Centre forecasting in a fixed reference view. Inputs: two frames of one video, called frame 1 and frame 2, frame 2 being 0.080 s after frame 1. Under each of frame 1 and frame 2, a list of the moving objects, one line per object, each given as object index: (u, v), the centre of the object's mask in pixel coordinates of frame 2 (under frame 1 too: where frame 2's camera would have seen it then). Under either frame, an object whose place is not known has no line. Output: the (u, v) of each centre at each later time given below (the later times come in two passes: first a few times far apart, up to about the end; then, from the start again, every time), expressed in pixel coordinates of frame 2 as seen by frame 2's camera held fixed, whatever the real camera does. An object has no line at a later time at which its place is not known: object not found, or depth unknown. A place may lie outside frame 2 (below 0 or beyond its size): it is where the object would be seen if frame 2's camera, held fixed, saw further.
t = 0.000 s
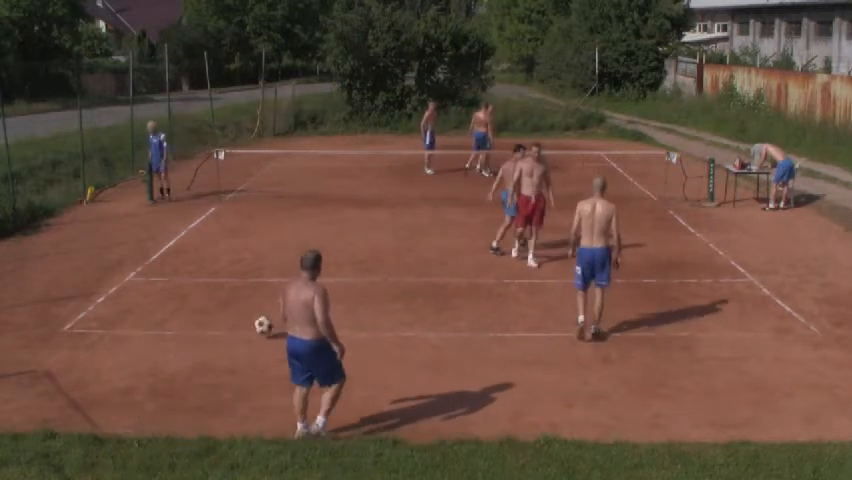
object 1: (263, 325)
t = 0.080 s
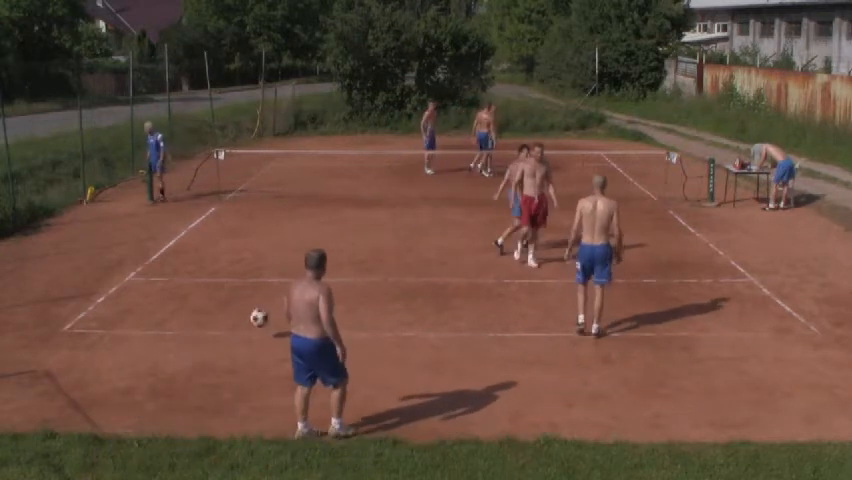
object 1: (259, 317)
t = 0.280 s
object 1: (249, 320)
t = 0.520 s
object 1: (236, 322)
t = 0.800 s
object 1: (223, 331)
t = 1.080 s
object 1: (208, 335)
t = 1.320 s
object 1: (197, 337)
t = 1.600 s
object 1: (182, 339)
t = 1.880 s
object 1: (166, 342)
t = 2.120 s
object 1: (153, 344)
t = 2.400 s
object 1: (139, 345)
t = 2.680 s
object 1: (125, 346)
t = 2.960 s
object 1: (110, 347)
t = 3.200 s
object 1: (98, 348)
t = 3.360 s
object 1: (92, 349)
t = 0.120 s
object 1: (257, 315)
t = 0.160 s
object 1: (255, 314)
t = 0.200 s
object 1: (253, 314)
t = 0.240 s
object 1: (251, 317)
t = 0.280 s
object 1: (249, 320)
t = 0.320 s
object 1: (248, 323)
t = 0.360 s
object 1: (246, 329)
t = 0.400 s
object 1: (244, 331)
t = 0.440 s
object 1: (241, 327)
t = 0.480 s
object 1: (239, 325)
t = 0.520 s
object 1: (236, 322)
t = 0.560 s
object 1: (235, 322)
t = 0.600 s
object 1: (232, 323)
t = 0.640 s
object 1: (230, 326)
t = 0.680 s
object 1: (228, 330)
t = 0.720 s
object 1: (227, 334)
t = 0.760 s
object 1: (225, 334)
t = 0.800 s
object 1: (223, 331)
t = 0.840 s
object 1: (221, 329)
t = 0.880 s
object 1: (219, 328)
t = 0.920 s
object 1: (216, 329)
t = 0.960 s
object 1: (214, 331)
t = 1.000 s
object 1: (213, 334)
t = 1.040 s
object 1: (210, 337)
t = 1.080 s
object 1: (208, 335)
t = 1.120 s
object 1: (206, 334)
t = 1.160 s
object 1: (204, 333)
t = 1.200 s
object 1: (202, 334)
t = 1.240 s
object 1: (201, 336)
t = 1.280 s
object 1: (198, 339)
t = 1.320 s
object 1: (197, 337)
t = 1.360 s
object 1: (194, 337)
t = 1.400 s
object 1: (193, 337)
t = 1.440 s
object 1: (191, 338)
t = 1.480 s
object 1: (189, 341)
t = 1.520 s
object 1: (186, 339)
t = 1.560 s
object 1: (184, 339)
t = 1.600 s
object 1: (182, 339)
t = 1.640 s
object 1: (180, 341)
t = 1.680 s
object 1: (177, 340)
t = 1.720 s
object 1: (175, 340)
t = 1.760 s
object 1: (173, 341)
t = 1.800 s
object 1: (170, 342)
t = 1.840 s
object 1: (169, 342)
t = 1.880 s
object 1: (166, 342)
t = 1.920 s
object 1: (164, 343)
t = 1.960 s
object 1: (162, 342)
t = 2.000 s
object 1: (159, 343)
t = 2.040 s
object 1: (157, 343)
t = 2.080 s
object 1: (155, 344)
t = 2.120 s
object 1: (153, 344)
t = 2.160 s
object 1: (151, 344)
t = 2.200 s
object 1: (149, 344)
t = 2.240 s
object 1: (147, 345)
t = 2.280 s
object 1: (144, 345)
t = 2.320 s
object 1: (143, 345)
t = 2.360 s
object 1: (141, 345)
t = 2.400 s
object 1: (139, 345)
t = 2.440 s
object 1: (137, 345)
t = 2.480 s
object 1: (135, 345)
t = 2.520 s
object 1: (133, 345)
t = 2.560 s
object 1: (130, 345)
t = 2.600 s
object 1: (129, 346)
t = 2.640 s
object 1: (126, 346)
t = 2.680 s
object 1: (125, 346)
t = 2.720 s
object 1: (123, 347)
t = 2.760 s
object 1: (121, 346)
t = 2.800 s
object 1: (119, 346)
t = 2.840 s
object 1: (117, 347)
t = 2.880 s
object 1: (114, 347)
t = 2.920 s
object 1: (112, 347)
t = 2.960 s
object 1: (110, 347)
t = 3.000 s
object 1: (108, 347)
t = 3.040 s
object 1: (107, 348)
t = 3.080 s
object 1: (105, 348)
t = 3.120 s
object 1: (102, 347)
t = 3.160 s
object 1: (101, 348)
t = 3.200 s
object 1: (98, 348)
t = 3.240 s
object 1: (97, 348)
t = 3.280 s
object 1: (95, 348)
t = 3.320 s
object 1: (93, 348)
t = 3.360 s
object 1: (92, 349)
